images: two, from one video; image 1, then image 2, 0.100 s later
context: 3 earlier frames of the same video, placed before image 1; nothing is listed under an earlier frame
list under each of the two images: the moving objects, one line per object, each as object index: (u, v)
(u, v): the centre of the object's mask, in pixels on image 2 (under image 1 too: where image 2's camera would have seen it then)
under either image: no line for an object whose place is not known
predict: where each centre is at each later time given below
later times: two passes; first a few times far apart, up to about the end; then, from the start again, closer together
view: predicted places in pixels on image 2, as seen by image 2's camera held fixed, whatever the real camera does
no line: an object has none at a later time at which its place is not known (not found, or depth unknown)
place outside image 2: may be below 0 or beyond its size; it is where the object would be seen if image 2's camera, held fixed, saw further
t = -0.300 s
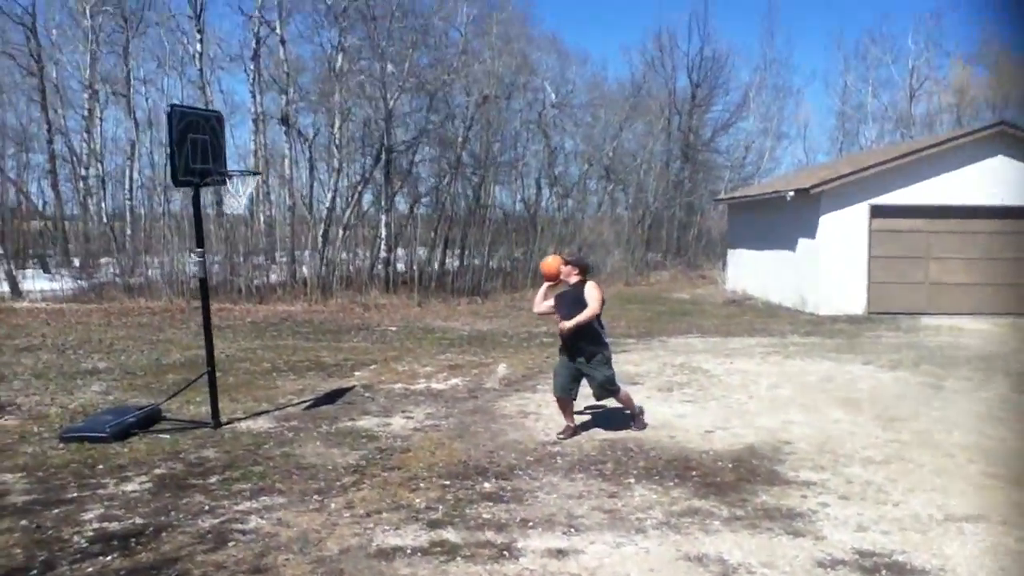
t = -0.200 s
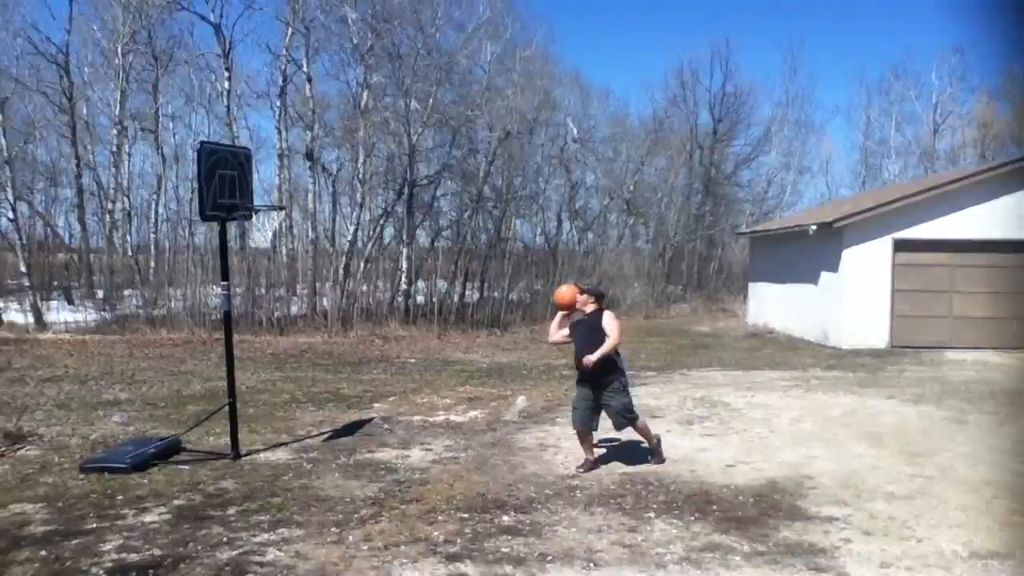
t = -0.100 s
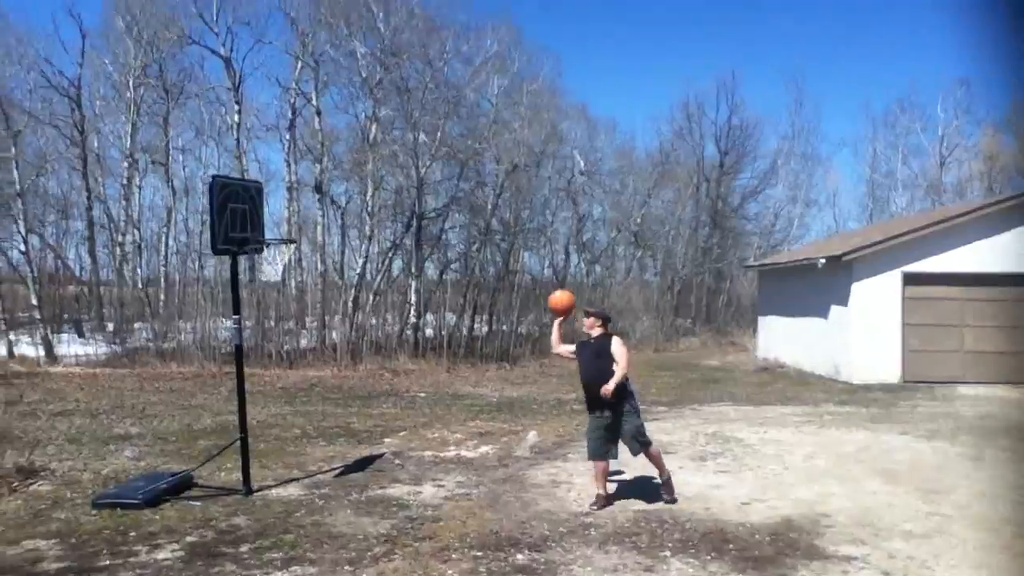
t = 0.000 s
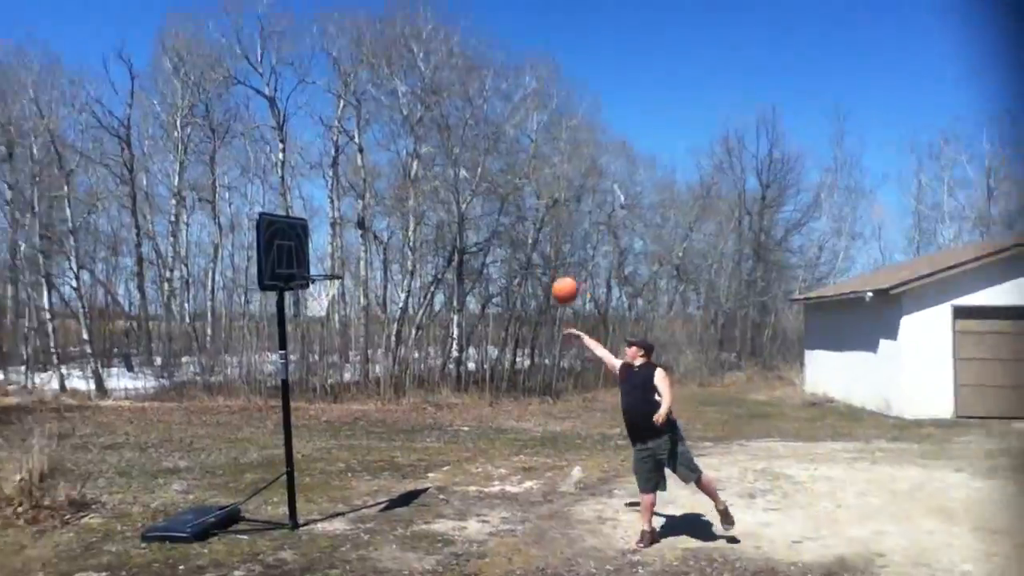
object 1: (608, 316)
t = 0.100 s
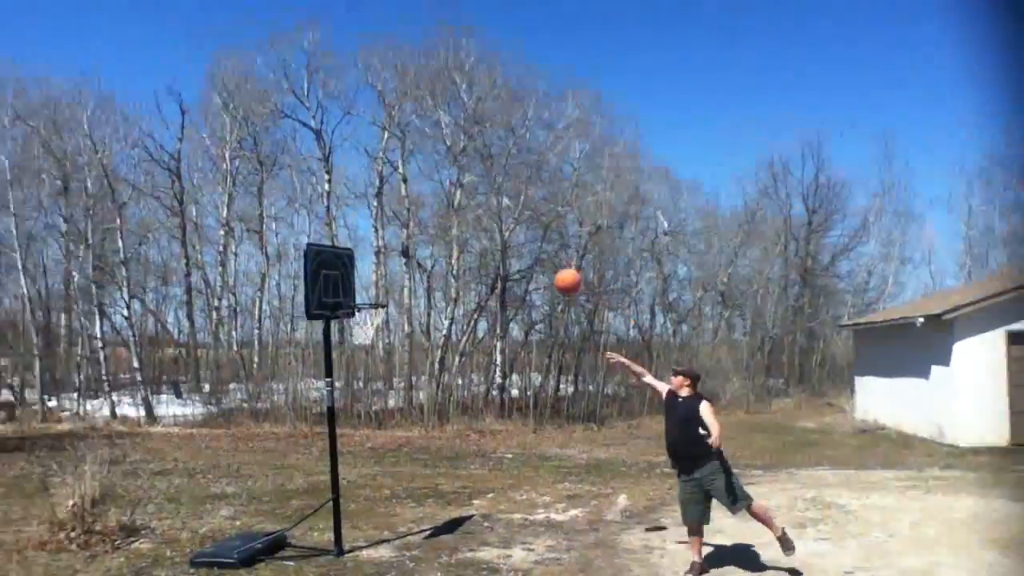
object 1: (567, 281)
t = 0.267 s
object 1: (499, 246)
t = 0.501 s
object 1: (411, 257)
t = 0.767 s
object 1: (368, 295)
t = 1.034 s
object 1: (415, 302)
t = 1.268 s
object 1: (454, 372)
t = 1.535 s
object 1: (498, 537)
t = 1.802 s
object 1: (539, 474)
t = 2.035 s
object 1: (573, 453)
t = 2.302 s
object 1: (618, 512)
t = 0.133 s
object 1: (555, 272)
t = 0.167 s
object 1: (541, 264)
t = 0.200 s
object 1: (529, 256)
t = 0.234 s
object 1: (512, 249)
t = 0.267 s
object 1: (499, 246)
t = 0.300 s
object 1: (484, 243)
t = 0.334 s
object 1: (471, 242)
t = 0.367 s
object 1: (458, 241)
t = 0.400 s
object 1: (446, 245)
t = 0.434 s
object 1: (435, 248)
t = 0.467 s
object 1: (422, 252)
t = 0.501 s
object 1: (411, 257)
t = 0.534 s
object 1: (399, 264)
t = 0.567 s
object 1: (390, 270)
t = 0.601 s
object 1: (378, 279)
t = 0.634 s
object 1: (367, 288)
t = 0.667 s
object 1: (358, 297)
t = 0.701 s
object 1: (358, 303)
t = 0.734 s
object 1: (361, 299)
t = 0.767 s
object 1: (368, 295)
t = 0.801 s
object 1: (375, 292)
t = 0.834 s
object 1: (380, 291)
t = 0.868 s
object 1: (384, 290)
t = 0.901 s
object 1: (390, 289)
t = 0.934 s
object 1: (396, 291)
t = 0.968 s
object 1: (402, 294)
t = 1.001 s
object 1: (408, 298)
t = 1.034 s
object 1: (415, 302)
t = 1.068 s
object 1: (420, 308)
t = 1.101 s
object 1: (425, 315)
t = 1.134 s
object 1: (430, 325)
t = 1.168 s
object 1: (436, 334)
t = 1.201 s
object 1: (443, 344)
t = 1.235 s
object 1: (449, 357)
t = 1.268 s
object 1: (454, 372)
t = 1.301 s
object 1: (461, 388)
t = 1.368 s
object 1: (472, 424)
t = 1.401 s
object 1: (476, 444)
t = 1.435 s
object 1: (481, 465)
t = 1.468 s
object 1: (486, 486)
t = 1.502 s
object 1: (492, 511)
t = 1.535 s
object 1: (498, 537)
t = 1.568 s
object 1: (503, 552)
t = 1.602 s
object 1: (509, 537)
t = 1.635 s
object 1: (514, 524)
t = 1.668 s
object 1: (518, 512)
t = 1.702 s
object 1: (523, 499)
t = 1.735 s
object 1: (529, 490)
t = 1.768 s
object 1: (534, 481)
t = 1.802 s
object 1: (539, 474)
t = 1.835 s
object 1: (544, 467)
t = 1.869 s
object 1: (549, 461)
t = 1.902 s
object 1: (553, 458)
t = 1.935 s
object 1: (558, 454)
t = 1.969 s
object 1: (564, 452)
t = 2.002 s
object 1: (568, 452)
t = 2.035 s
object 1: (573, 453)
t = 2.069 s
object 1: (579, 455)
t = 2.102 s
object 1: (584, 459)
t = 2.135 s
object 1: (590, 463)
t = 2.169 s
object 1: (595, 470)
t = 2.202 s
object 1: (601, 479)
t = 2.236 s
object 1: (607, 488)
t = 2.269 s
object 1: (612, 499)
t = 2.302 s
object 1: (618, 512)
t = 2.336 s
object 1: (623, 527)
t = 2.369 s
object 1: (630, 542)
